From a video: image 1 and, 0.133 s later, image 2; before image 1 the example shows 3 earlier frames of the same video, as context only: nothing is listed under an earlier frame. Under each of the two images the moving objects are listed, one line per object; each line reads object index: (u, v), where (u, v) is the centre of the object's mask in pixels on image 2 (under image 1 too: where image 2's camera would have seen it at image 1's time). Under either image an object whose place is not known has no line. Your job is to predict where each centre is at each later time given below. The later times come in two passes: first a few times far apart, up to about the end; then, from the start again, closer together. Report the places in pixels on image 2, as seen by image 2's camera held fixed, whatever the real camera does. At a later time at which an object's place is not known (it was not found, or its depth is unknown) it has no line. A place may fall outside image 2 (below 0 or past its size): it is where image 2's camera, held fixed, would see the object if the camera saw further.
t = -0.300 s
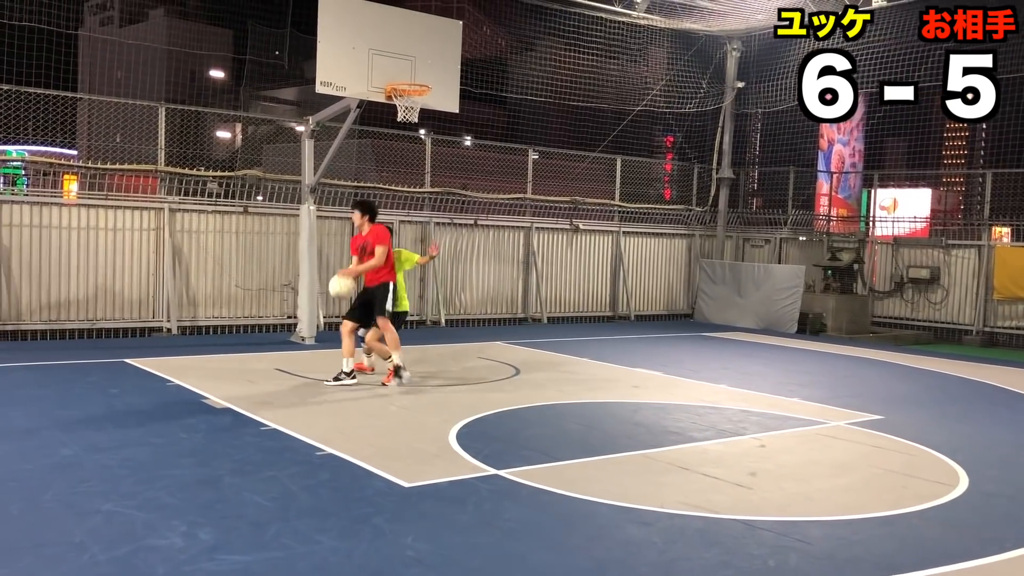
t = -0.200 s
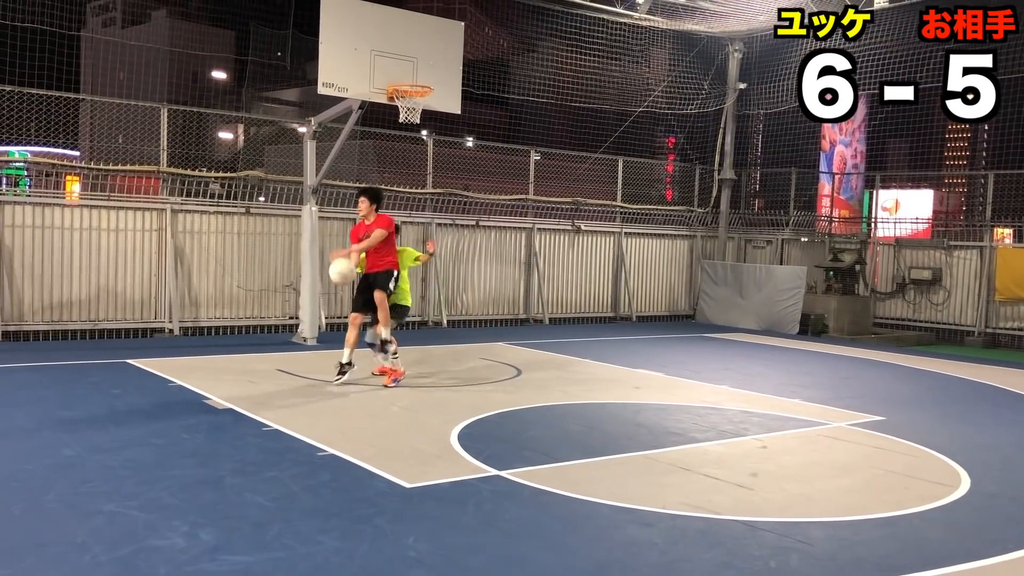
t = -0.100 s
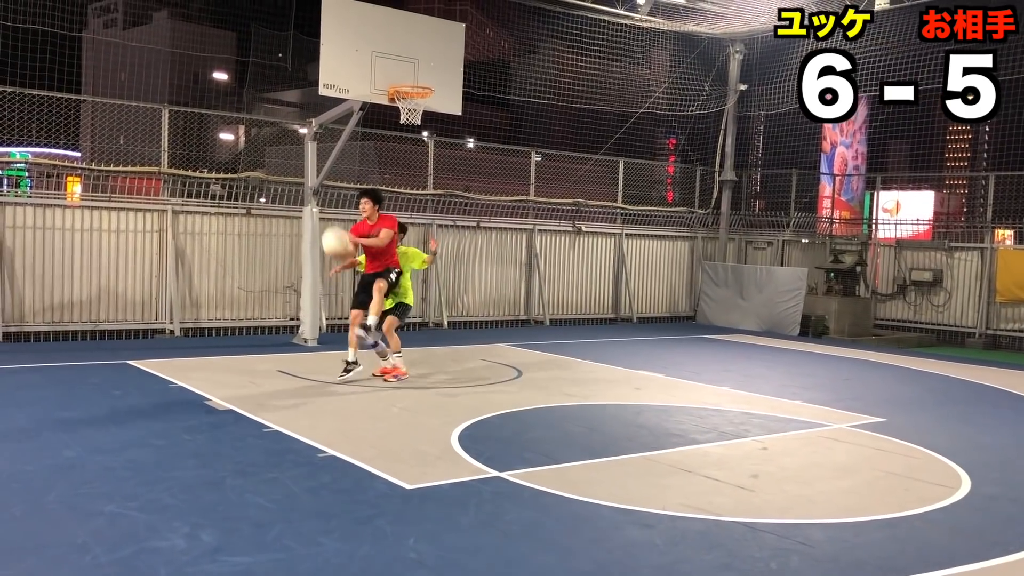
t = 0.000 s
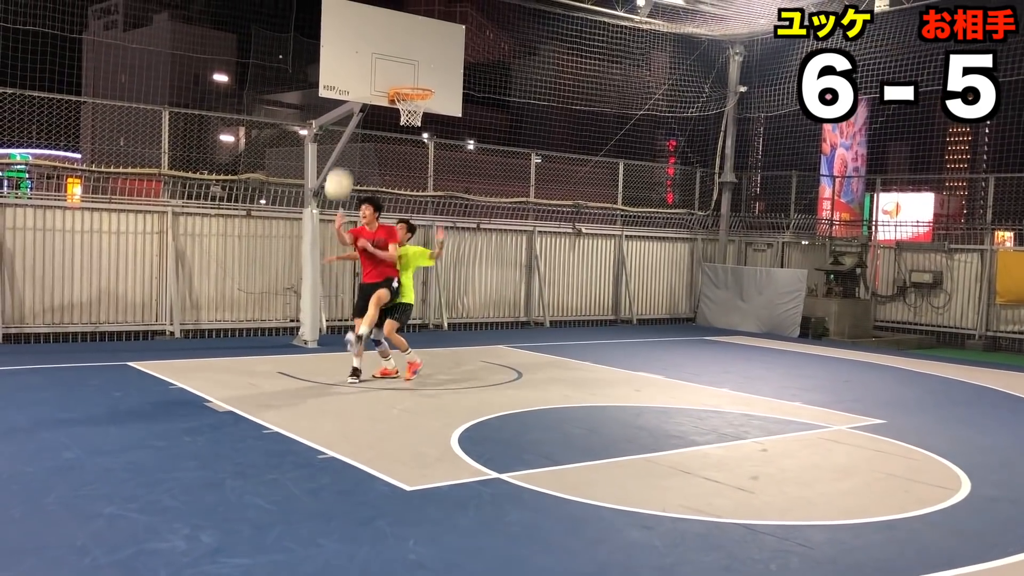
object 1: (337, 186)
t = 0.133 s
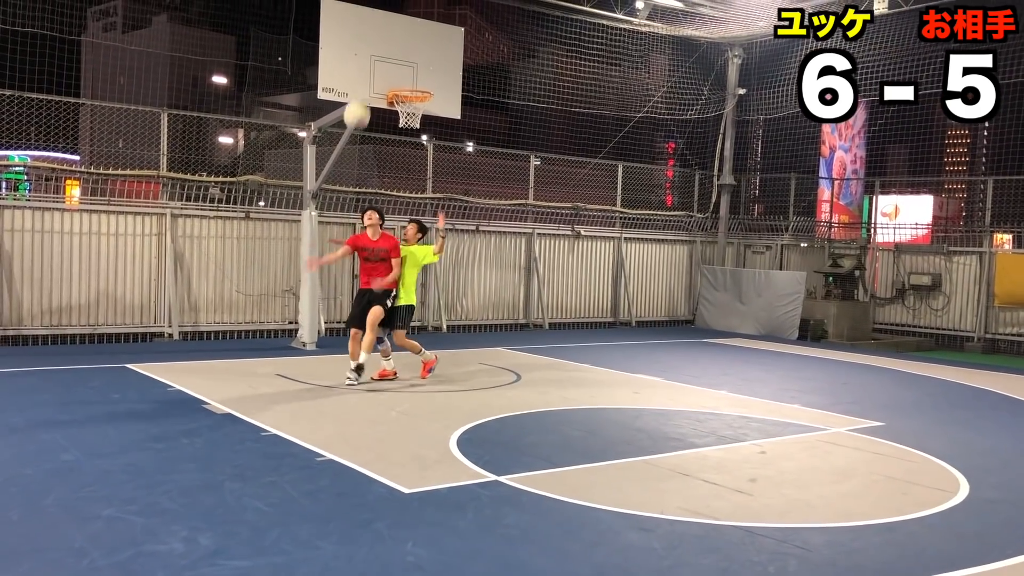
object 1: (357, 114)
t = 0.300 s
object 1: (378, 54)
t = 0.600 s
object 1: (410, 22)
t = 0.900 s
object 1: (435, 71)
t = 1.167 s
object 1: (467, 149)
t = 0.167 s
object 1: (361, 100)
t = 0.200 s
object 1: (365, 86)
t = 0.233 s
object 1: (369, 74)
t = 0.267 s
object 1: (374, 64)
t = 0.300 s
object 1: (378, 54)
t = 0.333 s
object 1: (382, 46)
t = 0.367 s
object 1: (386, 38)
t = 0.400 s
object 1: (389, 33)
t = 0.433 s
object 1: (392, 30)
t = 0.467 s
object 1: (396, 25)
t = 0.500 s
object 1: (400, 22)
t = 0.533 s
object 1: (403, 21)
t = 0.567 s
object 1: (406, 21)
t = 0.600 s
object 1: (410, 22)
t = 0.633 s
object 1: (413, 23)
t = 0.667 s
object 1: (416, 26)
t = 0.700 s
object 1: (419, 30)
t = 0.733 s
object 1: (422, 35)
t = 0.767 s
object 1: (425, 40)
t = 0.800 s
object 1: (428, 46)
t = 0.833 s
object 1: (431, 54)
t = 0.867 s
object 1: (434, 62)
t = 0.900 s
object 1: (435, 71)
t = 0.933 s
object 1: (437, 80)
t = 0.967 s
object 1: (444, 96)
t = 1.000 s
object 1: (446, 101)
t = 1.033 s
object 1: (450, 109)
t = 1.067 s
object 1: (455, 119)
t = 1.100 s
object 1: (459, 128)
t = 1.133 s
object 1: (463, 137)
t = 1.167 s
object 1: (467, 149)
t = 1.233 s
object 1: (476, 175)
